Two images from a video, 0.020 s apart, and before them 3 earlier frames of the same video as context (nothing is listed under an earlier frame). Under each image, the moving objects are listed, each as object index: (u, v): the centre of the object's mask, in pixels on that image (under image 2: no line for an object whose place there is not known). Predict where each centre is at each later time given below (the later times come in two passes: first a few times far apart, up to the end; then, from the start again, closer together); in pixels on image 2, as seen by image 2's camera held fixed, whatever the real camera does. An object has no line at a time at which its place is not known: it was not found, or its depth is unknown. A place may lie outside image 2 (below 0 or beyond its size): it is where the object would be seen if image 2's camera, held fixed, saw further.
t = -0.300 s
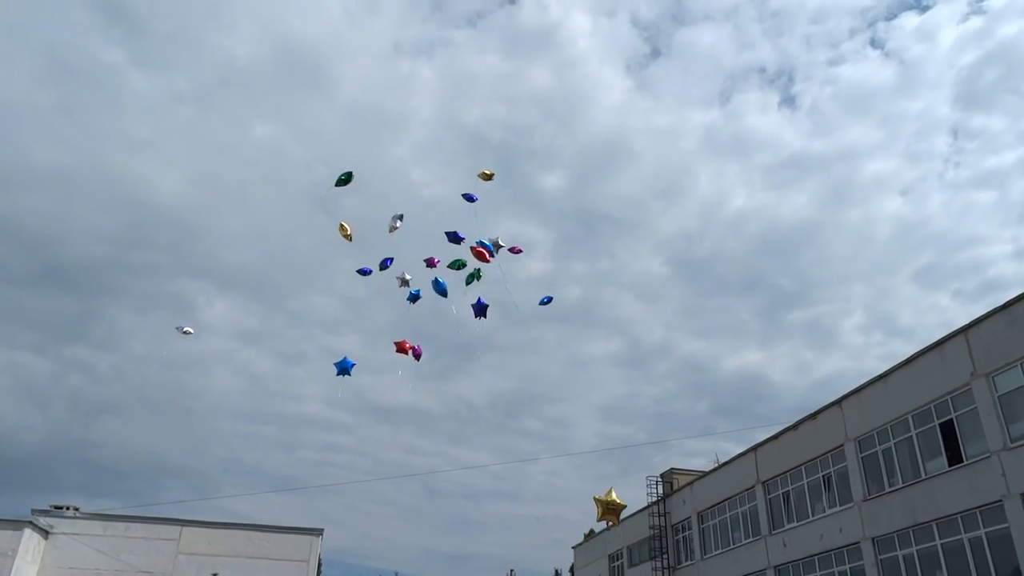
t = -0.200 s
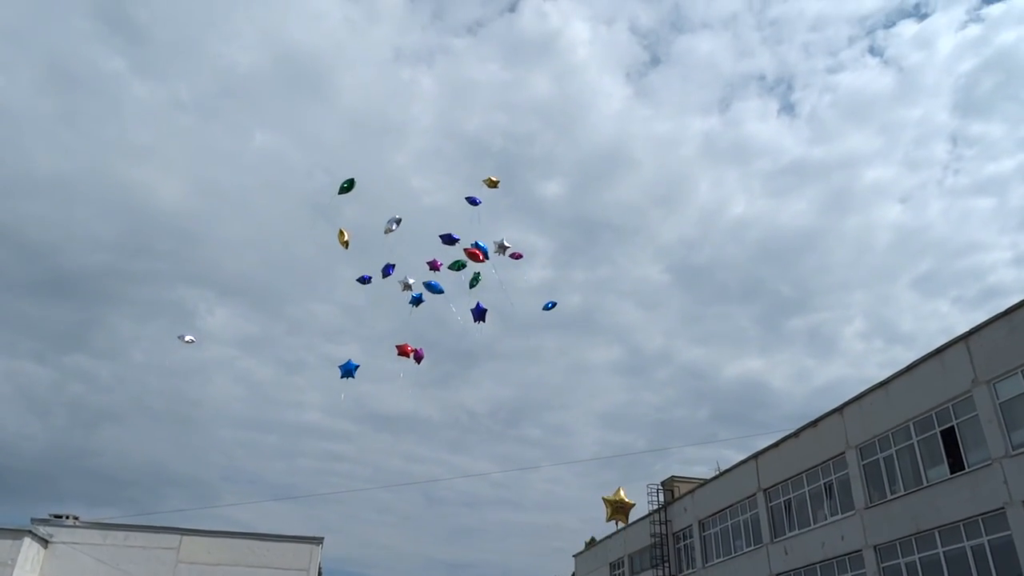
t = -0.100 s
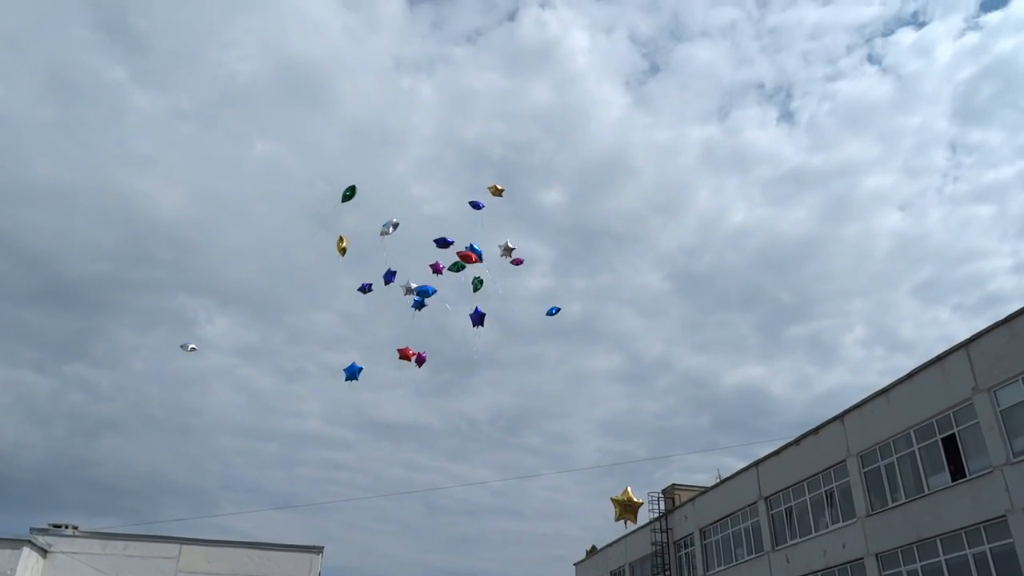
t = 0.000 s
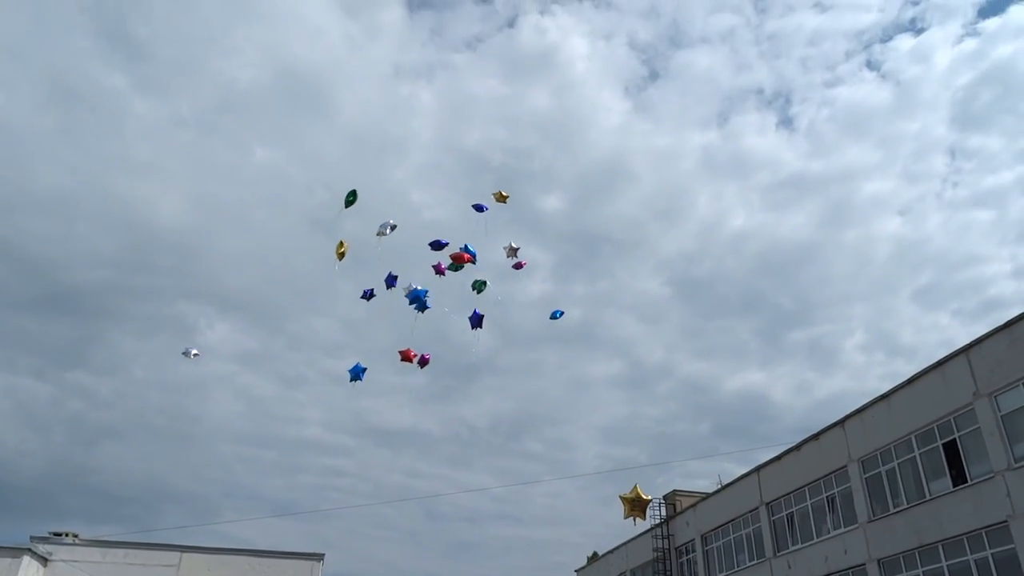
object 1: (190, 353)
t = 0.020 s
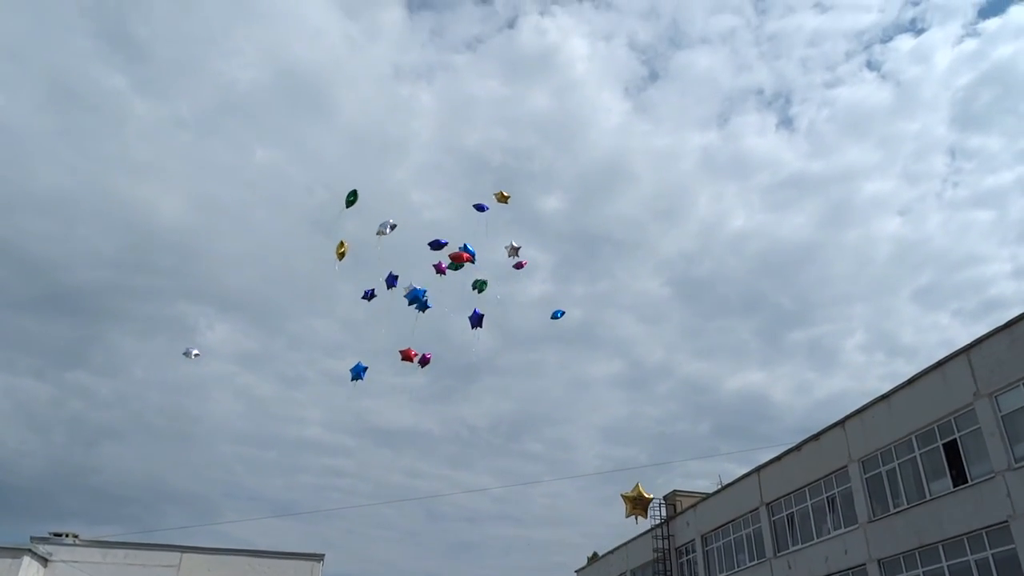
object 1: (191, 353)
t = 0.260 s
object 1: (196, 344)
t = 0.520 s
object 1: (198, 336)
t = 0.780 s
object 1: (202, 324)
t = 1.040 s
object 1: (210, 310)
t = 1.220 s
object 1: (212, 303)
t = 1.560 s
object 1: (231, 290)
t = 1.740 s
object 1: (243, 290)
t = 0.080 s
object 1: (193, 350)
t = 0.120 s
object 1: (194, 349)
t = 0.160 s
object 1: (195, 348)
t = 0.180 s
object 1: (196, 347)
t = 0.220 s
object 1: (196, 346)
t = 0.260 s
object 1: (196, 344)
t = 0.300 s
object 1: (196, 344)
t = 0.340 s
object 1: (198, 343)
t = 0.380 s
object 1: (199, 340)
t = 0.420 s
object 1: (198, 339)
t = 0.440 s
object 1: (198, 338)
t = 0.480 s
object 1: (198, 338)
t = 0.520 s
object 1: (198, 336)
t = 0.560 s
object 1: (200, 334)
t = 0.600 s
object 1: (200, 332)
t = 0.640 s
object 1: (202, 329)
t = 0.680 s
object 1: (203, 328)
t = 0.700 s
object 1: (204, 326)
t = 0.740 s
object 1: (203, 324)
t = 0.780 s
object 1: (202, 324)
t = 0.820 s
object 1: (201, 324)
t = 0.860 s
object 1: (204, 321)
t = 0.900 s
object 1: (207, 317)
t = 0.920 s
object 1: (206, 316)
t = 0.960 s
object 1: (207, 315)
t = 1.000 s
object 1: (209, 314)
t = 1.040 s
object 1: (210, 310)
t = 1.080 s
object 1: (209, 309)
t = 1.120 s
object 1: (212, 307)
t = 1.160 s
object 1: (211, 306)
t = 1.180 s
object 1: (211, 304)
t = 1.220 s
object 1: (212, 303)
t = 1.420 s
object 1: (222, 294)
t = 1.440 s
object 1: (222, 294)
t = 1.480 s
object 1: (225, 293)
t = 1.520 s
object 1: (228, 290)
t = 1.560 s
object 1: (231, 290)
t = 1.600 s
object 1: (234, 291)
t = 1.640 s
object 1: (238, 290)
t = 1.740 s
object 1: (243, 290)
